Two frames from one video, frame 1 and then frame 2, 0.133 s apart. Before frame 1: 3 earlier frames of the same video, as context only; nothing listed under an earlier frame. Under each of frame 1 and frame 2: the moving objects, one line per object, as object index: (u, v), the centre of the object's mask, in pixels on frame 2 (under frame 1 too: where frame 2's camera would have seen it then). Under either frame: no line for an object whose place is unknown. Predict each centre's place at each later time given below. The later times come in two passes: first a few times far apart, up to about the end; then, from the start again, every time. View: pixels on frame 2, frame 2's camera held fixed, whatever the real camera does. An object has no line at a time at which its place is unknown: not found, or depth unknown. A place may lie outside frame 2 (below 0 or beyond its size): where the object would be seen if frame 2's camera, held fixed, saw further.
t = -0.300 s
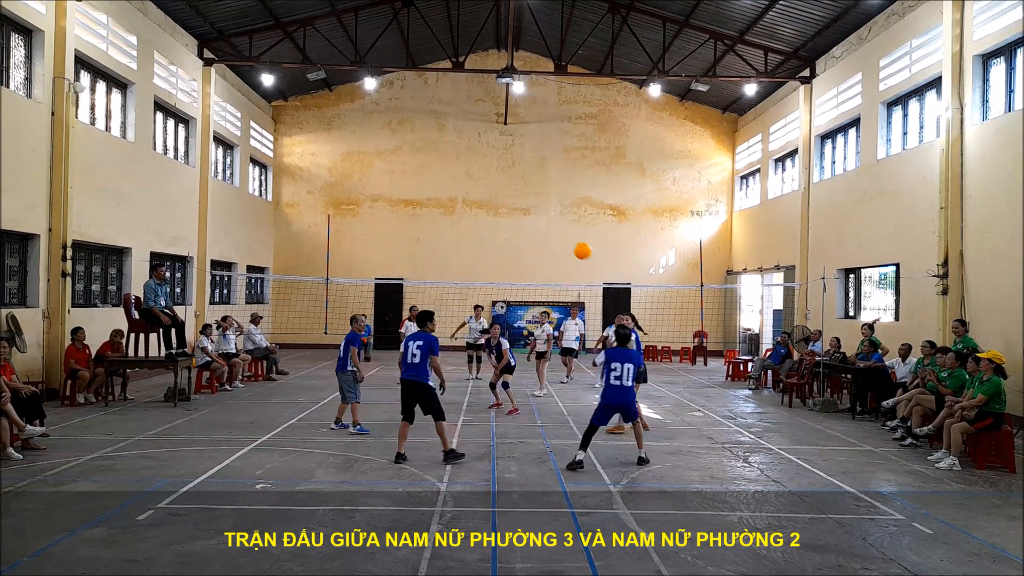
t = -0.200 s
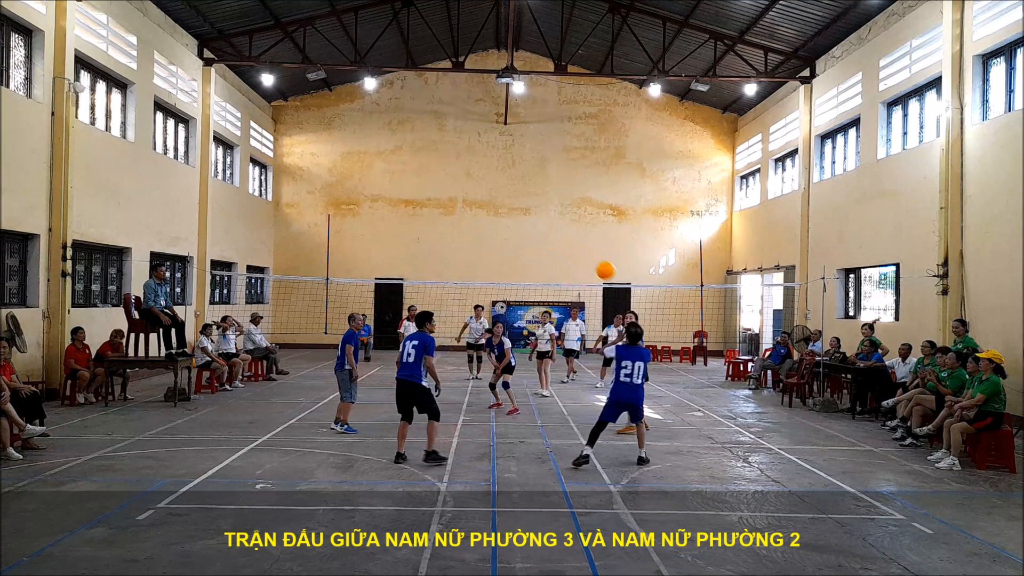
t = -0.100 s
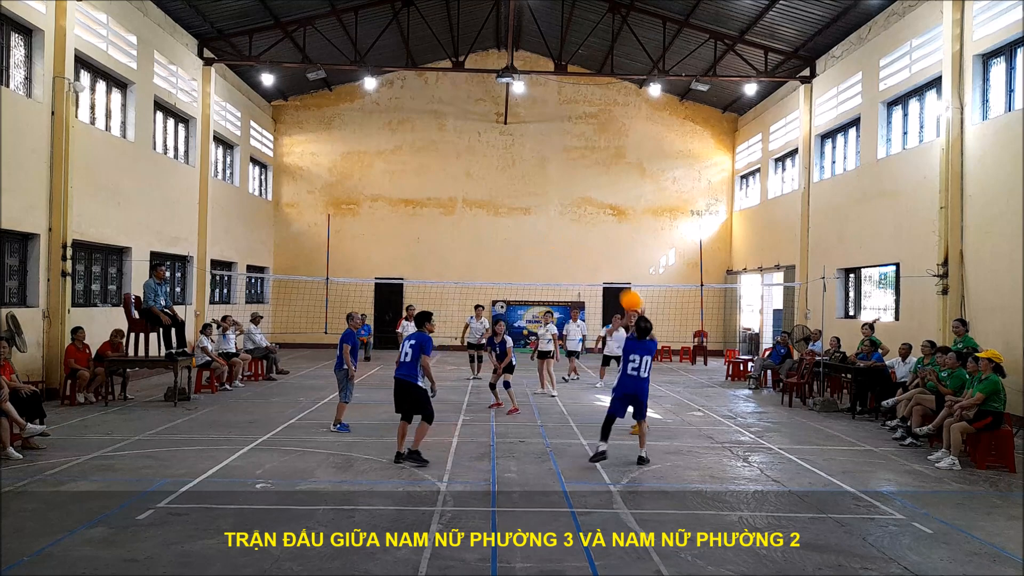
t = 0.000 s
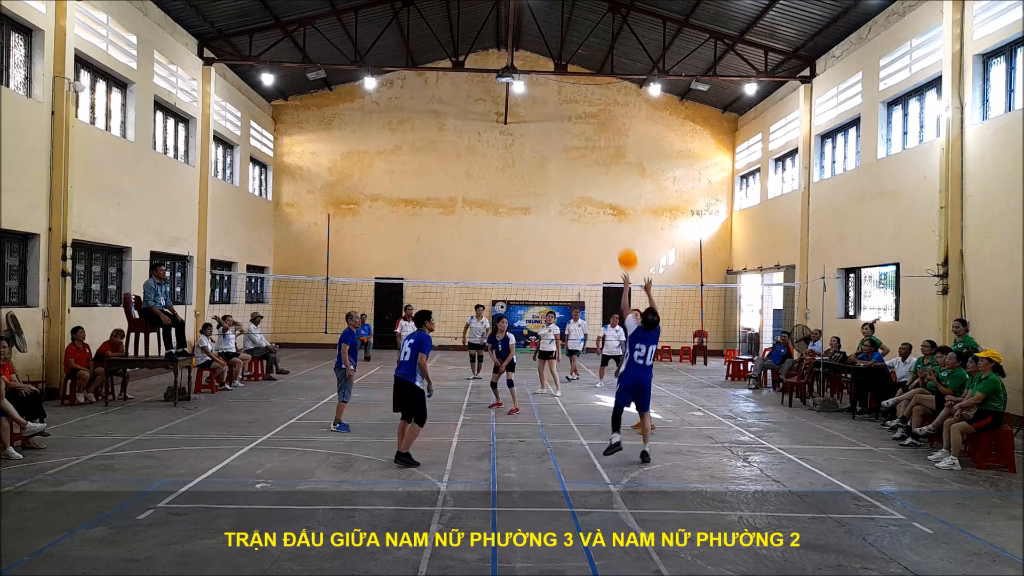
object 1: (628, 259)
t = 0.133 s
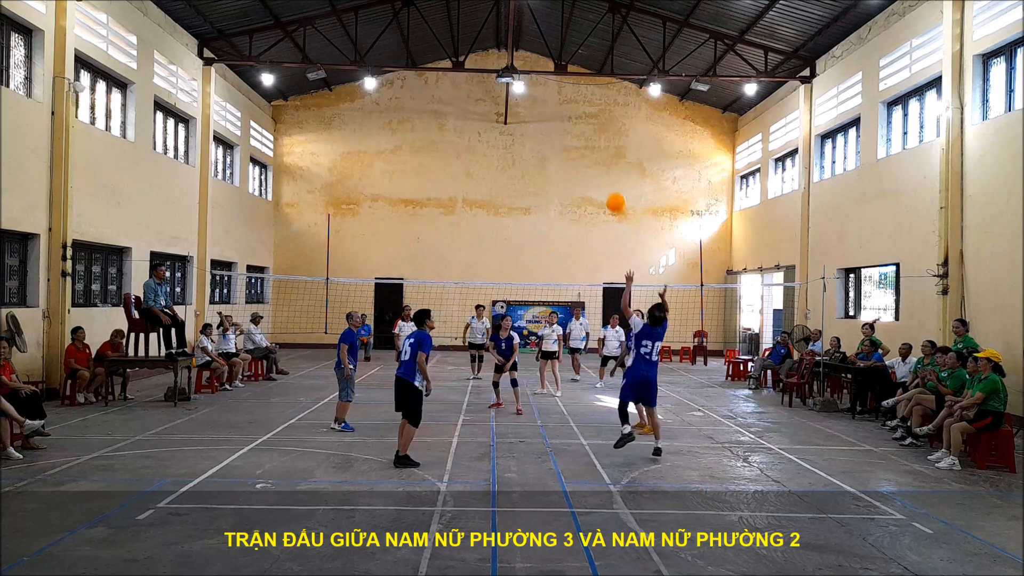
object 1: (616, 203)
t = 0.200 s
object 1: (610, 181)
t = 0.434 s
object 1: (591, 137)
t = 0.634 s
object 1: (574, 135)
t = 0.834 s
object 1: (558, 162)
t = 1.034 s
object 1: (544, 216)
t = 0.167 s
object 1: (613, 191)
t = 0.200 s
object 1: (610, 181)
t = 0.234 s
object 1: (607, 171)
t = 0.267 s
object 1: (604, 163)
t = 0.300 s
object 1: (601, 156)
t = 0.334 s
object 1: (599, 150)
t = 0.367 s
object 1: (596, 145)
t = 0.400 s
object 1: (593, 140)
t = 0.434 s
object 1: (591, 137)
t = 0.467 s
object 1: (588, 135)
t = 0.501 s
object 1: (585, 133)
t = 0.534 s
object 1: (582, 133)
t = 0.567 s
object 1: (580, 133)
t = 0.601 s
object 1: (577, 134)
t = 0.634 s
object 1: (574, 135)
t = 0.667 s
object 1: (571, 138)
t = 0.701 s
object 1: (569, 141)
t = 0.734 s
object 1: (566, 145)
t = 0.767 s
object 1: (563, 150)
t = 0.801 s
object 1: (561, 156)
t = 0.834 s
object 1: (558, 162)
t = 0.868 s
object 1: (555, 170)
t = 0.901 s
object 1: (553, 177)
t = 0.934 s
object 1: (551, 186)
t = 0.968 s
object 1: (548, 196)
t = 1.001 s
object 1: (546, 205)
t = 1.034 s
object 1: (544, 216)
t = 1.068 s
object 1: (541, 228)
